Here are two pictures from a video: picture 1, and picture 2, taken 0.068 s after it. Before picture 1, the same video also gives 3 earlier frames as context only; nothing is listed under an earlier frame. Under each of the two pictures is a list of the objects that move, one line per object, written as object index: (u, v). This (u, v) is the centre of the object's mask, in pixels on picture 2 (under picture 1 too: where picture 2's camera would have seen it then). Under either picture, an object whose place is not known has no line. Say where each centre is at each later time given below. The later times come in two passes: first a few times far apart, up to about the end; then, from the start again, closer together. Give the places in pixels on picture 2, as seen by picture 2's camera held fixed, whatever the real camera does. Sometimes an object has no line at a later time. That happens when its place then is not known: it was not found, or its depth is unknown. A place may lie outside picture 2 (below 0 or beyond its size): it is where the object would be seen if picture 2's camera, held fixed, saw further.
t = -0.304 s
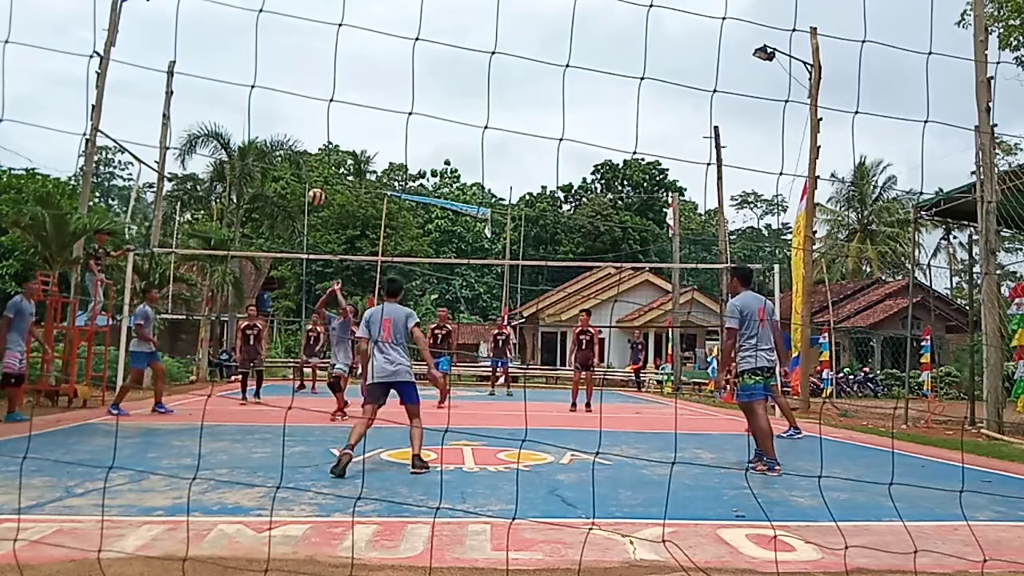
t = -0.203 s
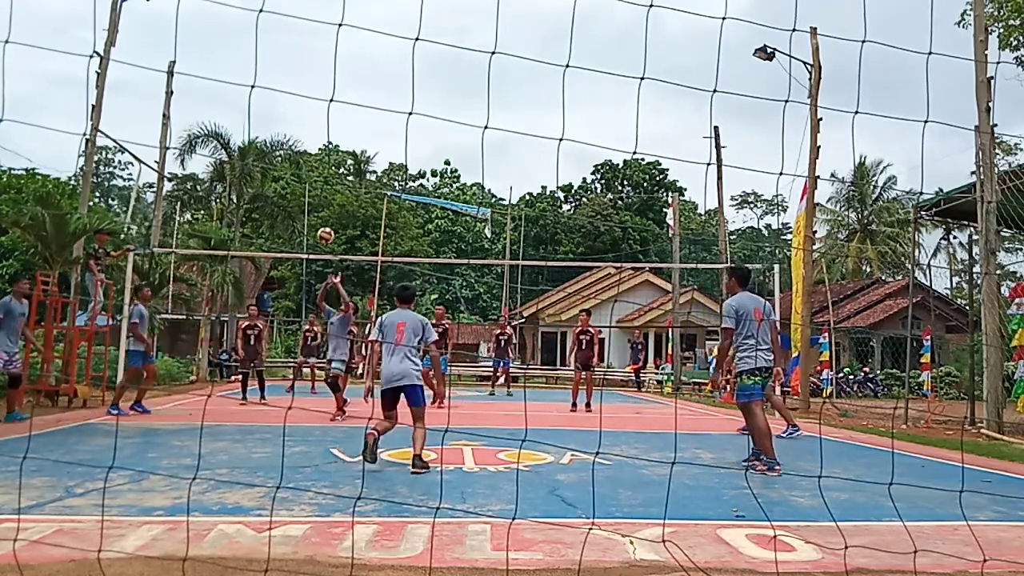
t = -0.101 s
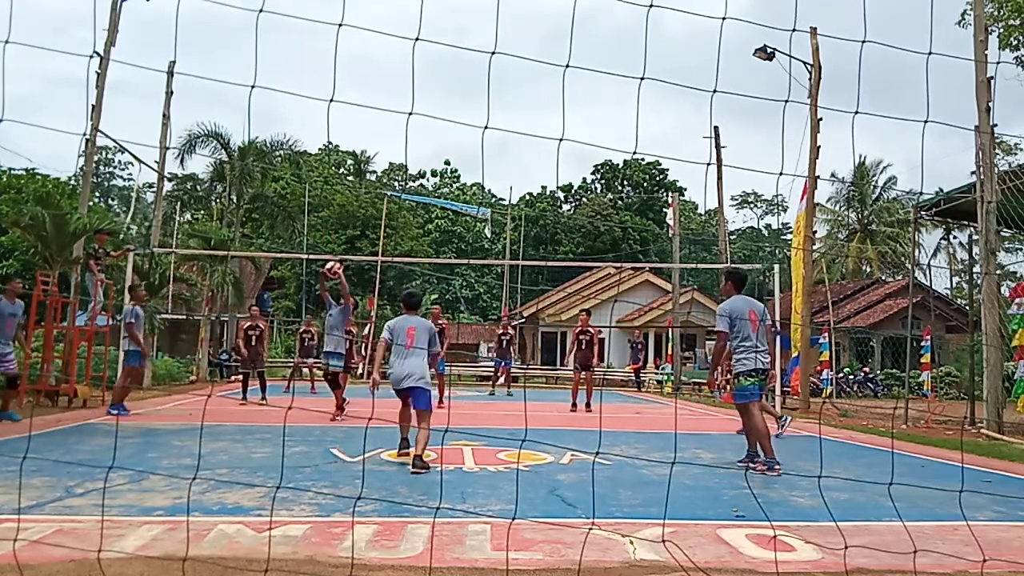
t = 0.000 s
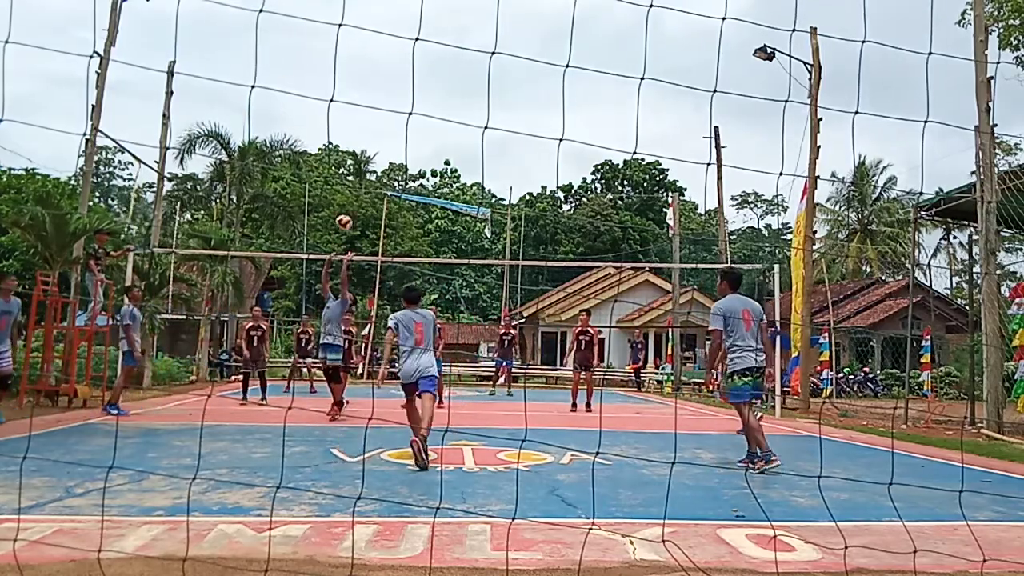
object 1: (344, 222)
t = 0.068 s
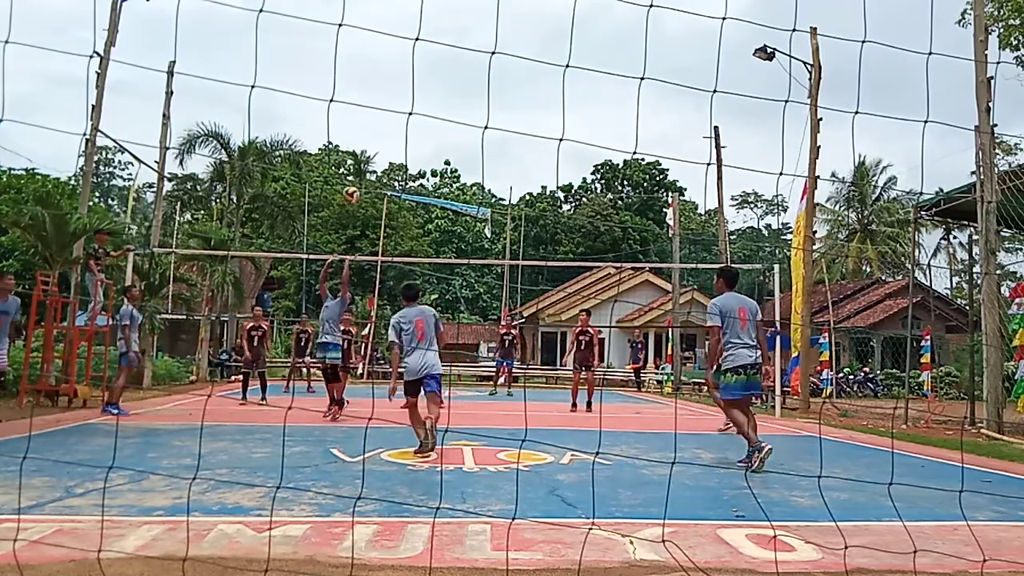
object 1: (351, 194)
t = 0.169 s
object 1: (362, 159)
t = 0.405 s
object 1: (382, 102)
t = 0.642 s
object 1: (402, 87)
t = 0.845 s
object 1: (417, 107)
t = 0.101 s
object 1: (355, 182)
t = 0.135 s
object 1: (359, 170)
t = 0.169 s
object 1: (362, 159)
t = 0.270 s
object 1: (370, 129)
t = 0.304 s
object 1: (373, 121)
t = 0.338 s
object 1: (376, 114)
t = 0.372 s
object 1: (379, 108)
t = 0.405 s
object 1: (382, 102)
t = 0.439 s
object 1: (385, 98)
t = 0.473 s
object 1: (388, 94)
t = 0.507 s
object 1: (391, 91)
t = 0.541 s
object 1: (394, 89)
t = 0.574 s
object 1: (396, 88)
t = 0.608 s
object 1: (399, 87)
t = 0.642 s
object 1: (402, 87)
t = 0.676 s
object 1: (404, 88)
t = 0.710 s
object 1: (406, 91)
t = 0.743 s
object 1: (409, 94)
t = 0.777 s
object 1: (412, 97)
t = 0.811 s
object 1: (414, 101)
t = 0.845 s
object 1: (417, 107)
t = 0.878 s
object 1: (419, 112)
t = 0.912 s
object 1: (421, 120)
